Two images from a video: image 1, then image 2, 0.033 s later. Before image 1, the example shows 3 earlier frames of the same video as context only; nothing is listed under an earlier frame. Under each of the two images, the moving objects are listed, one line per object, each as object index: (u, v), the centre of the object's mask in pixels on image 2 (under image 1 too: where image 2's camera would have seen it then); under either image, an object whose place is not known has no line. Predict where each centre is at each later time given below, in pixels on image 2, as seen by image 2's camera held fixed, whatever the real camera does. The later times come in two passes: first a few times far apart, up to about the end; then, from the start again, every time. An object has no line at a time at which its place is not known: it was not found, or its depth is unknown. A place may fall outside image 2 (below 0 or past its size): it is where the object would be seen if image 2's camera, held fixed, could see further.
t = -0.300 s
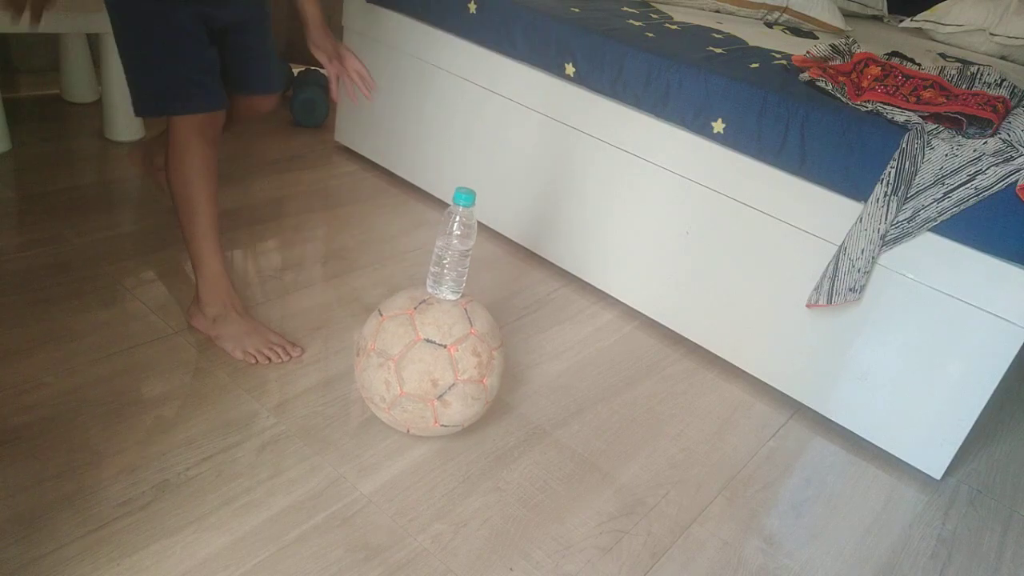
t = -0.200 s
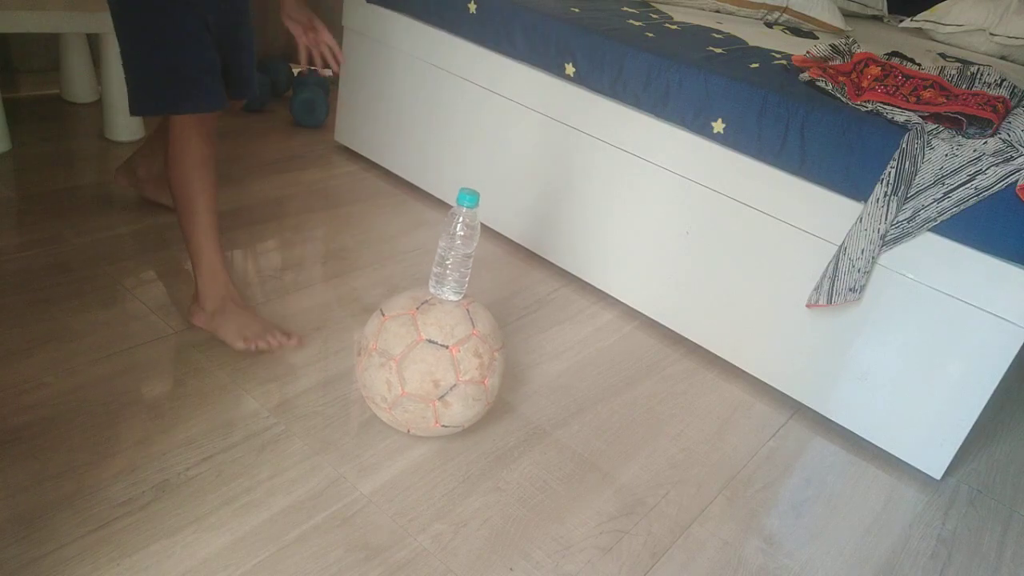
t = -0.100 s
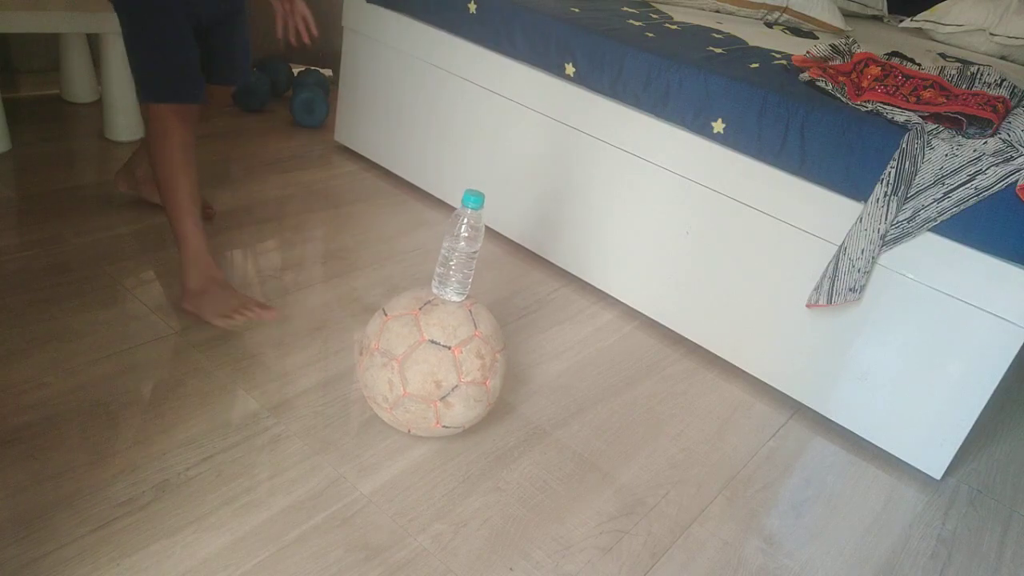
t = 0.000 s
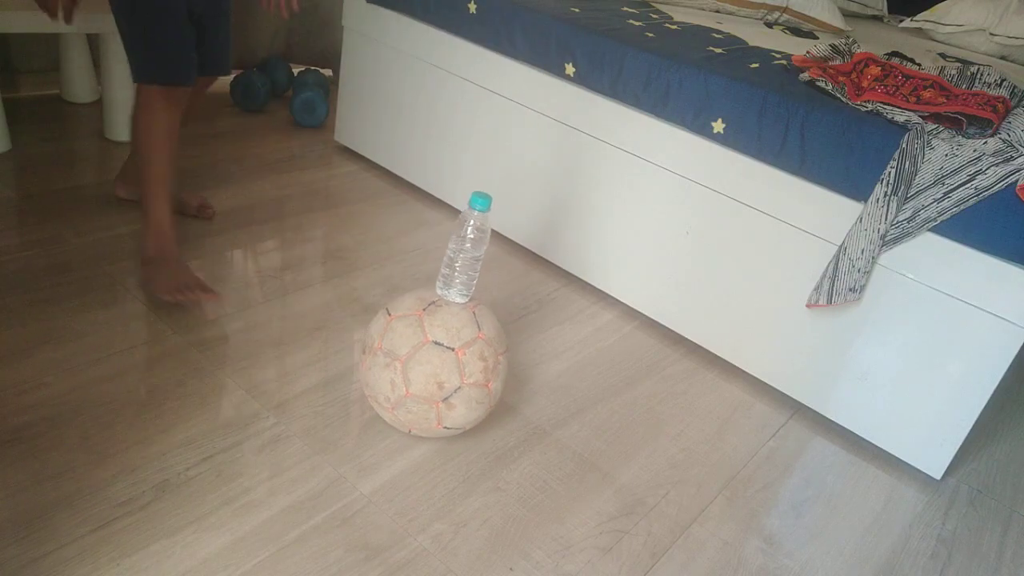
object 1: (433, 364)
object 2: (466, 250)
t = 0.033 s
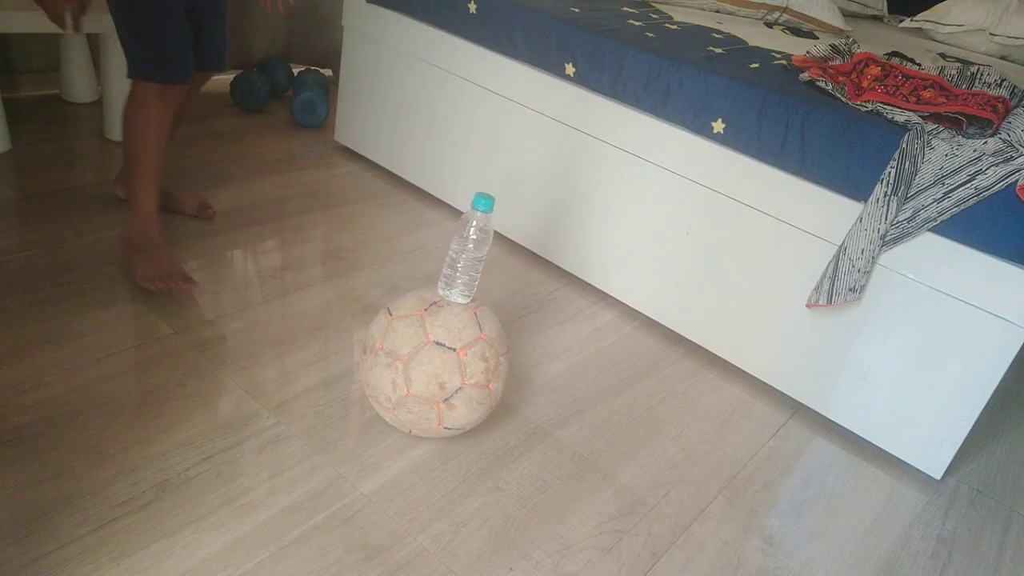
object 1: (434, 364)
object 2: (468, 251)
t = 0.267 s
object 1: (441, 366)
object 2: (487, 257)
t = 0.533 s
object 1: (454, 367)
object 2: (529, 273)
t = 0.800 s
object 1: (469, 371)
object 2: (596, 414)
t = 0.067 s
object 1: (435, 364)
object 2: (470, 252)
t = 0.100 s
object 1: (436, 365)
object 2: (473, 252)
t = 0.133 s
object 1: (437, 365)
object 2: (475, 253)
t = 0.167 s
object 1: (438, 365)
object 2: (478, 254)
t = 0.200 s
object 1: (439, 365)
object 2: (481, 255)
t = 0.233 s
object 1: (440, 366)
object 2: (484, 256)
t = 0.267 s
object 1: (441, 366)
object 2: (487, 257)
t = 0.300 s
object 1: (442, 366)
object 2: (491, 258)
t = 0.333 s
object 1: (443, 366)
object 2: (494, 259)
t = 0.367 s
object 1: (445, 366)
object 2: (499, 260)
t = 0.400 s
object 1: (447, 367)
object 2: (503, 261)
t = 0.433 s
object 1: (448, 367)
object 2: (508, 263)
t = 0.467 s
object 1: (450, 367)
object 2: (515, 265)
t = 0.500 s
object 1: (452, 367)
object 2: (521, 269)
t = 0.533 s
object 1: (454, 367)
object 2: (529, 273)
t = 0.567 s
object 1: (456, 367)
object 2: (538, 279)
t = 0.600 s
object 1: (458, 368)
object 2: (549, 285)
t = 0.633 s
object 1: (460, 368)
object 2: (561, 294)
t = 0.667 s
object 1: (461, 368)
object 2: (573, 307)
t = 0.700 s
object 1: (464, 368)
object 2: (583, 327)
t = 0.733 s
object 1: (466, 369)
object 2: (591, 354)
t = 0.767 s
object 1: (467, 370)
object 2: (595, 383)
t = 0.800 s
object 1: (469, 371)
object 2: (596, 414)
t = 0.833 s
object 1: (470, 371)
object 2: (598, 403)
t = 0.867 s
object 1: (472, 372)
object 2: (605, 394)
